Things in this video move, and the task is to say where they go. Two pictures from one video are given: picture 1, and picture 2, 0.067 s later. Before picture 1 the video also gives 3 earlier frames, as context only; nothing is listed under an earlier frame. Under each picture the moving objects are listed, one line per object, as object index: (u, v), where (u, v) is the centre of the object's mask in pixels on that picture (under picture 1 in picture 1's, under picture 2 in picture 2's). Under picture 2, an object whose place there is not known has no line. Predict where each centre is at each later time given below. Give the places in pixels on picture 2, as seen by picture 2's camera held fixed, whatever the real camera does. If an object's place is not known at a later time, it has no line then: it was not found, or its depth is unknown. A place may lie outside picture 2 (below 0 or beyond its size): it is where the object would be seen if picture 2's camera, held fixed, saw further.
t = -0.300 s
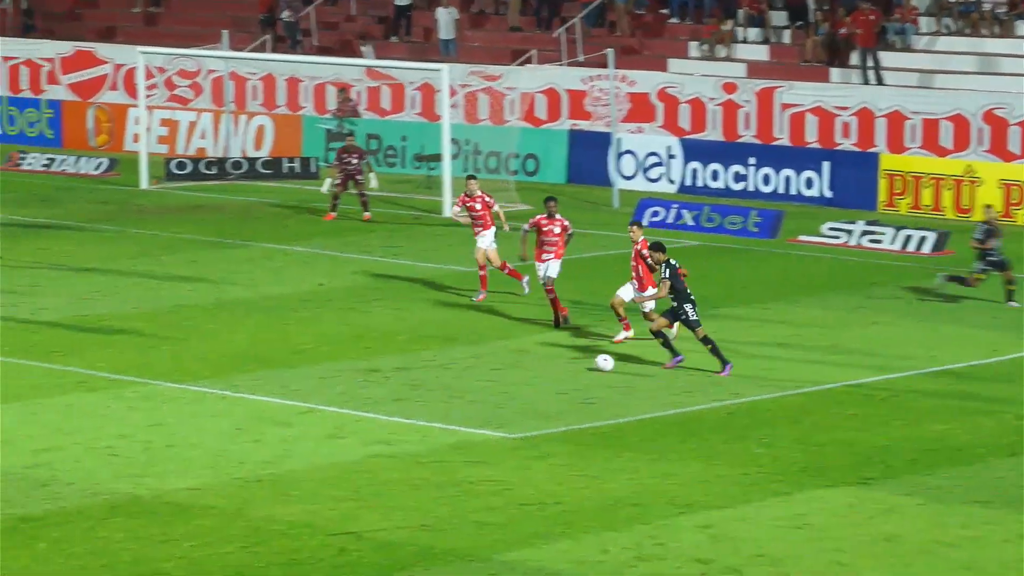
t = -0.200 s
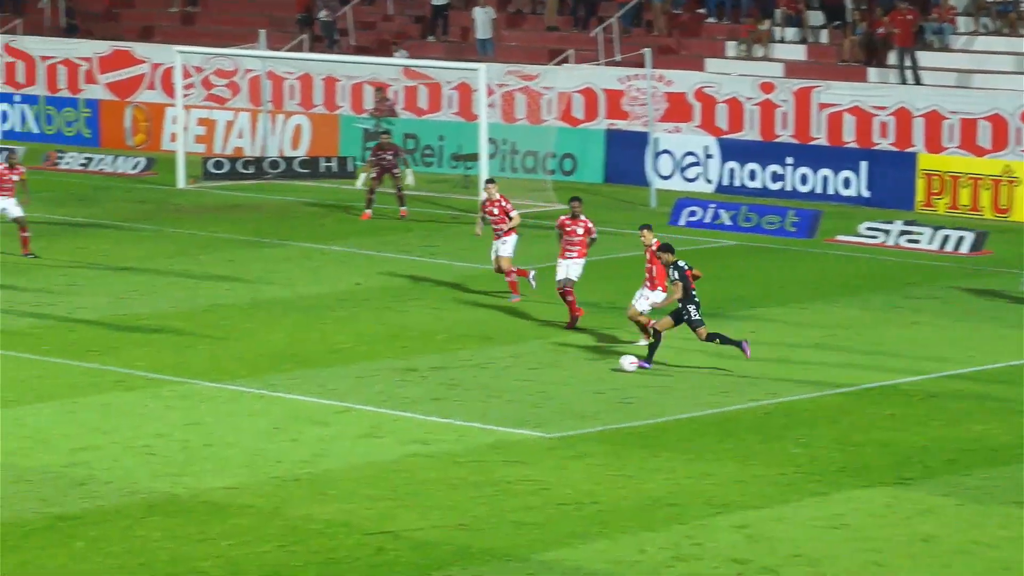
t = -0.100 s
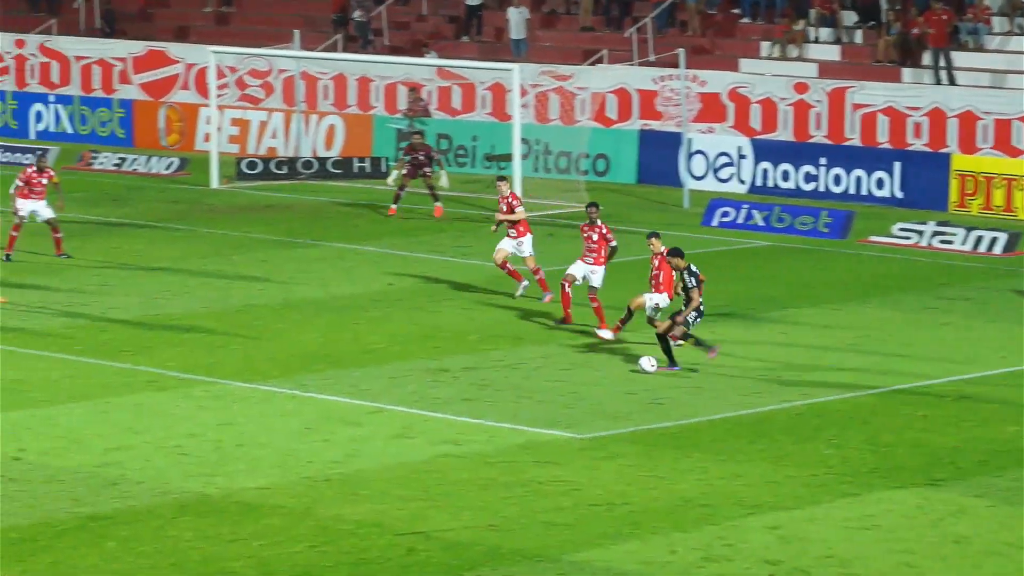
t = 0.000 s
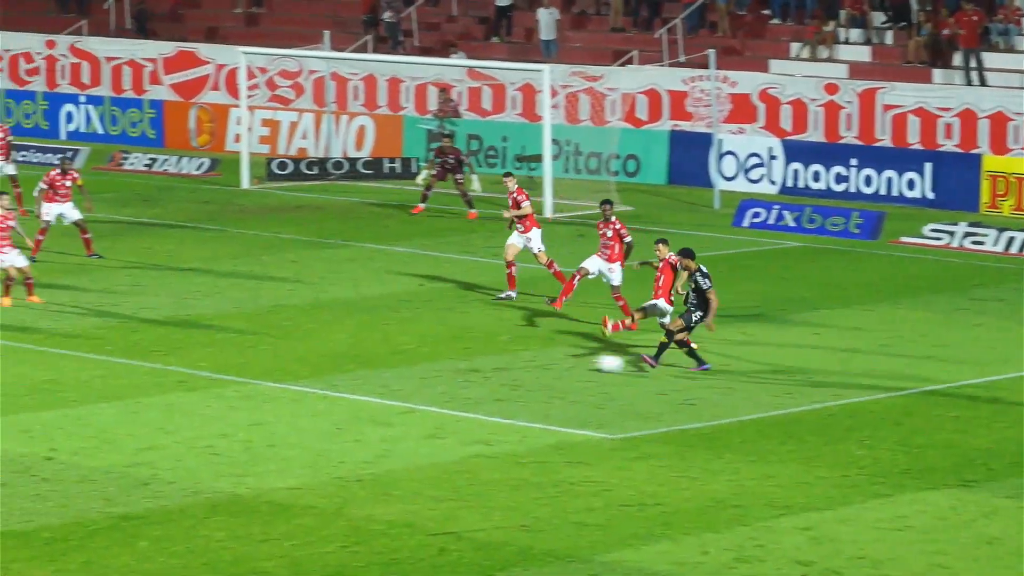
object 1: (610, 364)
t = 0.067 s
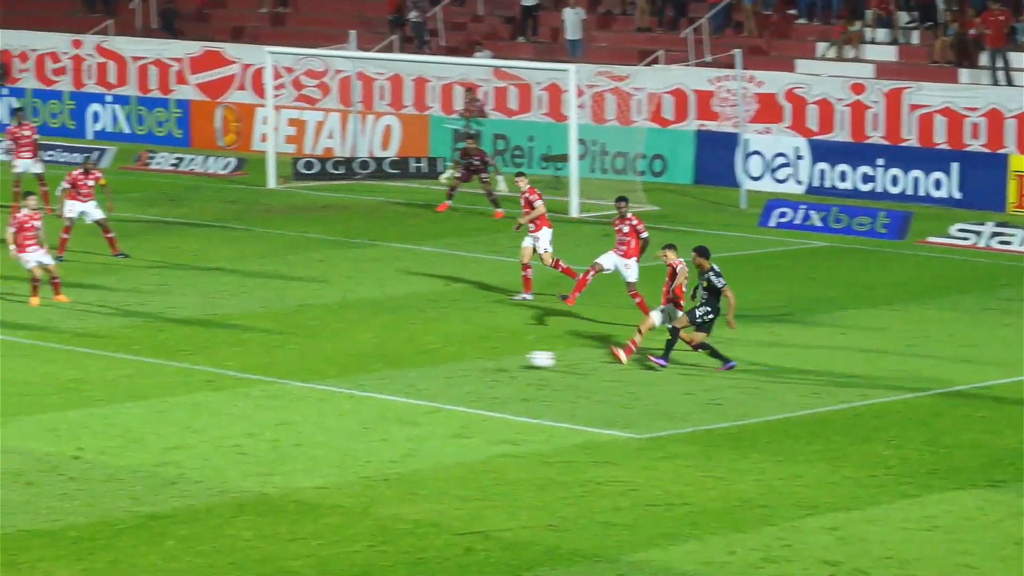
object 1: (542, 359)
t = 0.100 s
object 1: (495, 358)
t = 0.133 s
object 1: (449, 357)
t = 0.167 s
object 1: (404, 358)
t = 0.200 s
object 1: (361, 356)
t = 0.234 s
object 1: (320, 353)
